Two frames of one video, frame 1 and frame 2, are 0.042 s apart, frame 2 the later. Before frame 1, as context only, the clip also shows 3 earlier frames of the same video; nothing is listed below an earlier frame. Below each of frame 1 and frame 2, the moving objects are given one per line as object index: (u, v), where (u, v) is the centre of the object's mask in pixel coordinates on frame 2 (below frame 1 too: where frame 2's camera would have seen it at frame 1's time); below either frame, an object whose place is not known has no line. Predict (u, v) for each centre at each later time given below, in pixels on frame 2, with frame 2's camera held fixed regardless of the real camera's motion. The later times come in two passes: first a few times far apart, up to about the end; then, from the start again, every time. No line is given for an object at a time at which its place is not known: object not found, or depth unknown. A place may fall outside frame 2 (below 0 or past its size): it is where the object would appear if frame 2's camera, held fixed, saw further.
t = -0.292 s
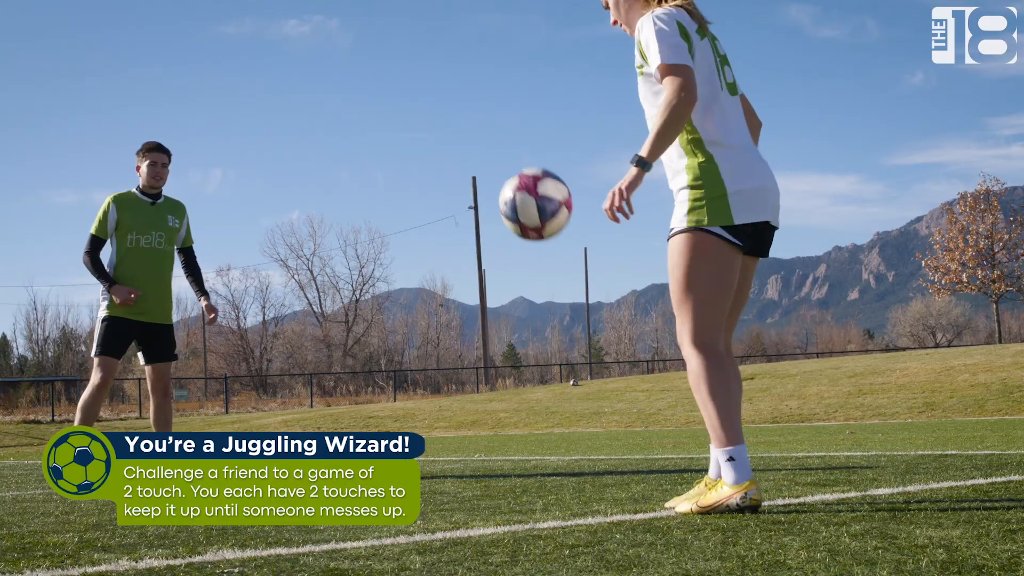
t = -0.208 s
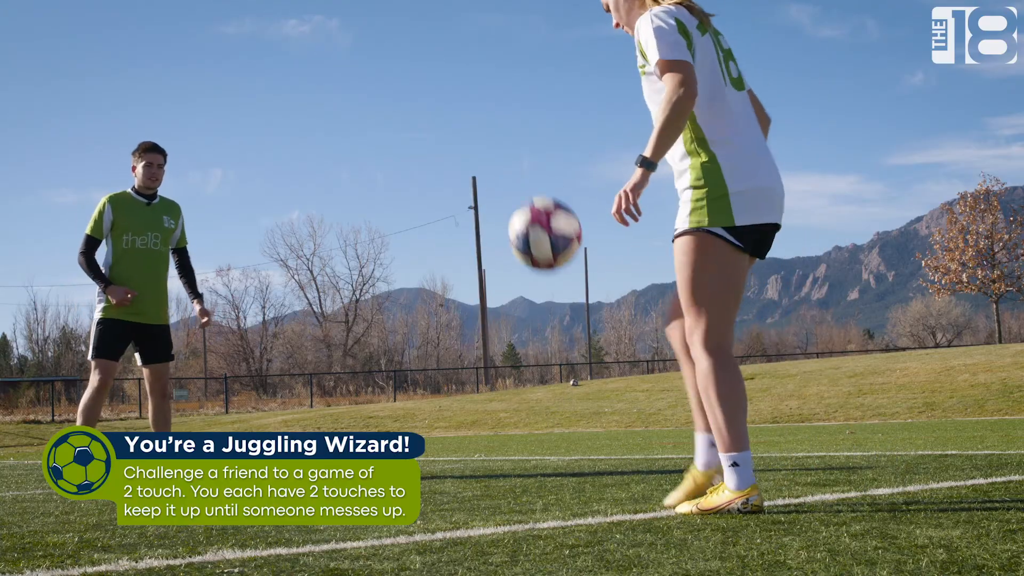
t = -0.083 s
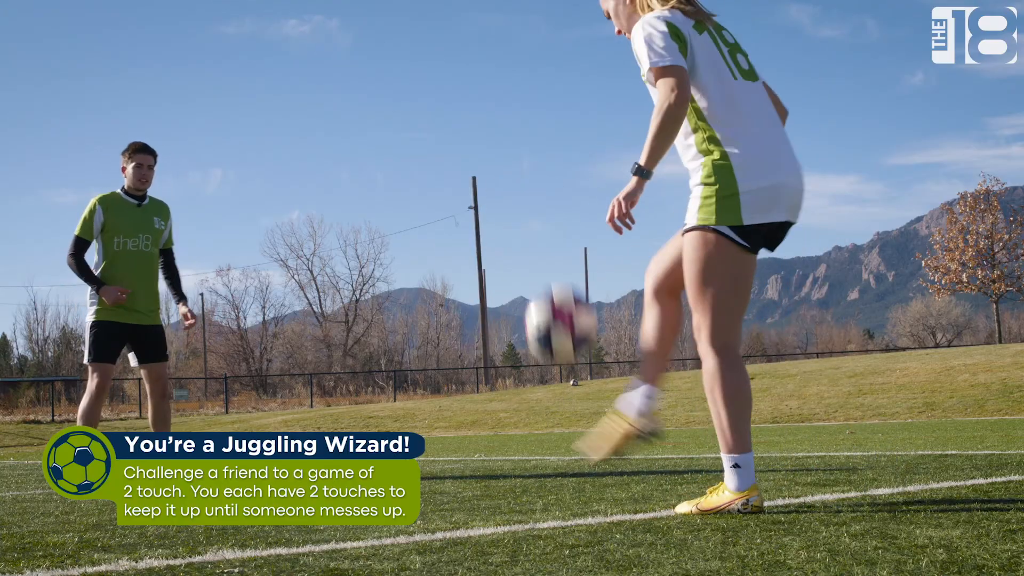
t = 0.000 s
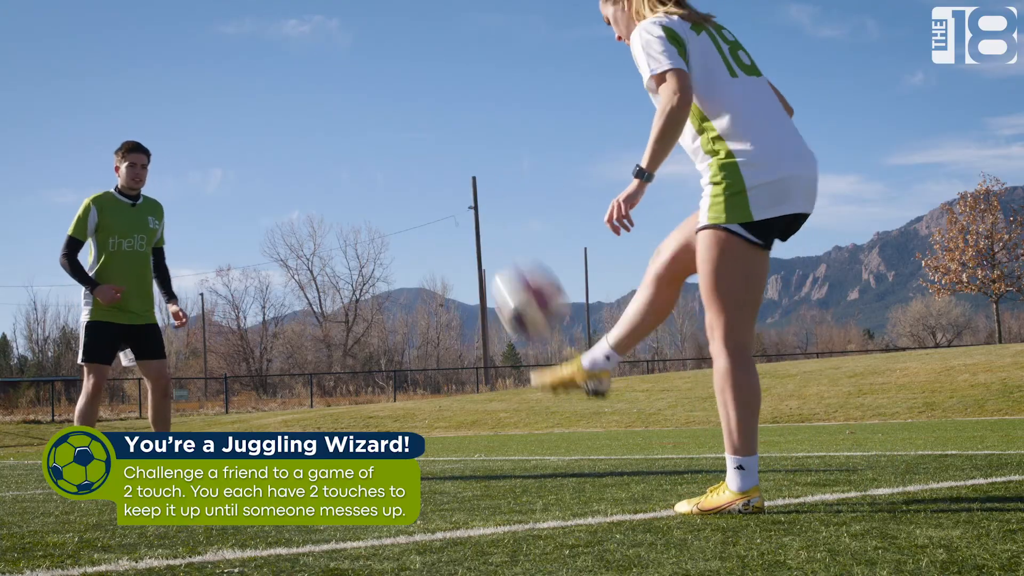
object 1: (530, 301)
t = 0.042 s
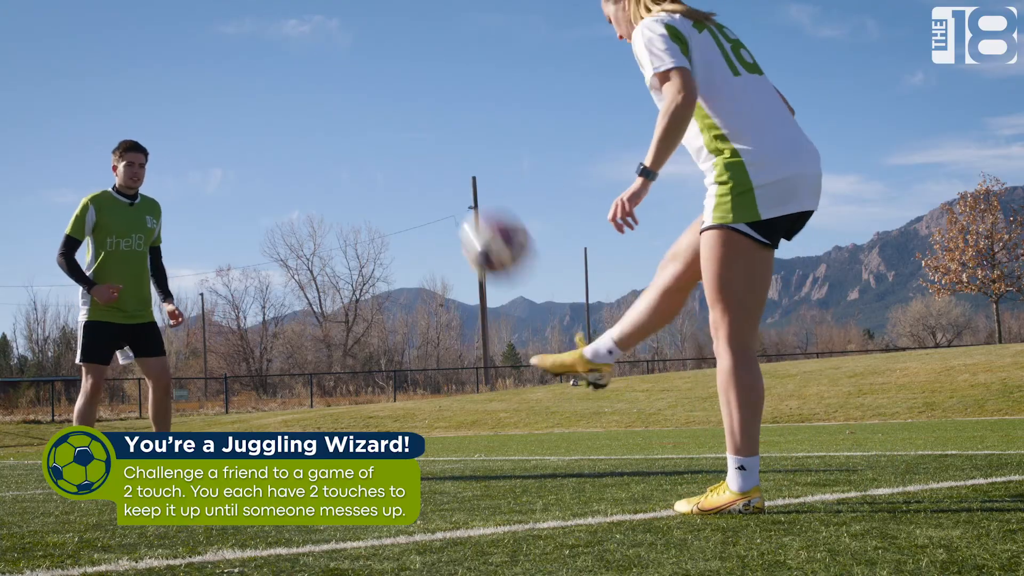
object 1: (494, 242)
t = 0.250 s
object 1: (361, 80)
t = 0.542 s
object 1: (232, 70)
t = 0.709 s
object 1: (176, 143)
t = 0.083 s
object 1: (464, 196)
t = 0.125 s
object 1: (437, 158)
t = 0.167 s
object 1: (410, 125)
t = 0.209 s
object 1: (385, 100)
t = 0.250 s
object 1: (361, 80)
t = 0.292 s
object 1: (339, 66)
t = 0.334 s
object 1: (319, 56)
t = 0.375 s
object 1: (300, 51)
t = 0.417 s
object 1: (280, 50)
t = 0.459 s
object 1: (264, 53)
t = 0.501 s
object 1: (247, 60)
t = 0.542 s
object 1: (232, 70)
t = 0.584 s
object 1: (216, 85)
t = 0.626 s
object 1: (202, 101)
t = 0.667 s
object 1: (189, 120)
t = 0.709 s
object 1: (176, 143)
